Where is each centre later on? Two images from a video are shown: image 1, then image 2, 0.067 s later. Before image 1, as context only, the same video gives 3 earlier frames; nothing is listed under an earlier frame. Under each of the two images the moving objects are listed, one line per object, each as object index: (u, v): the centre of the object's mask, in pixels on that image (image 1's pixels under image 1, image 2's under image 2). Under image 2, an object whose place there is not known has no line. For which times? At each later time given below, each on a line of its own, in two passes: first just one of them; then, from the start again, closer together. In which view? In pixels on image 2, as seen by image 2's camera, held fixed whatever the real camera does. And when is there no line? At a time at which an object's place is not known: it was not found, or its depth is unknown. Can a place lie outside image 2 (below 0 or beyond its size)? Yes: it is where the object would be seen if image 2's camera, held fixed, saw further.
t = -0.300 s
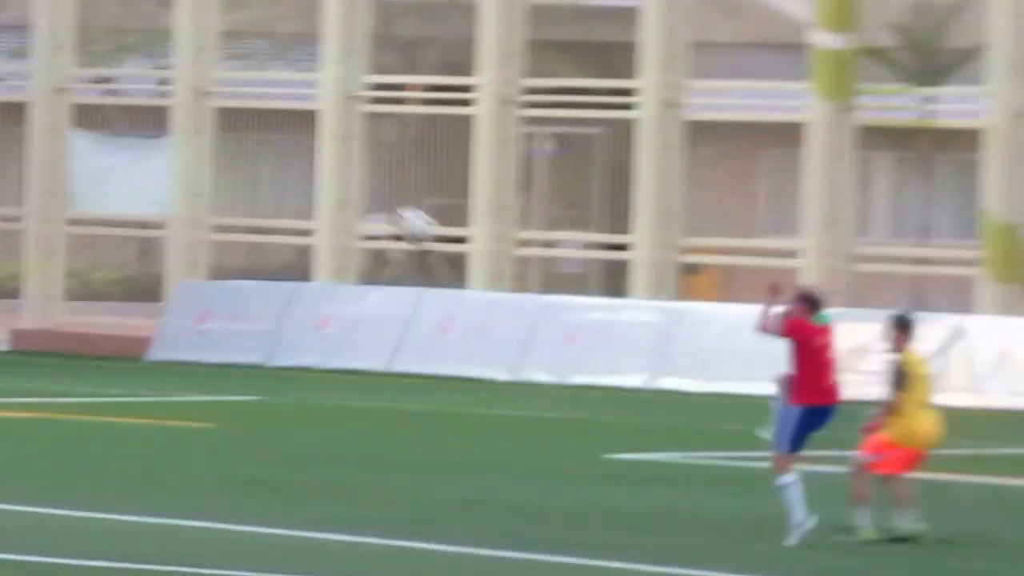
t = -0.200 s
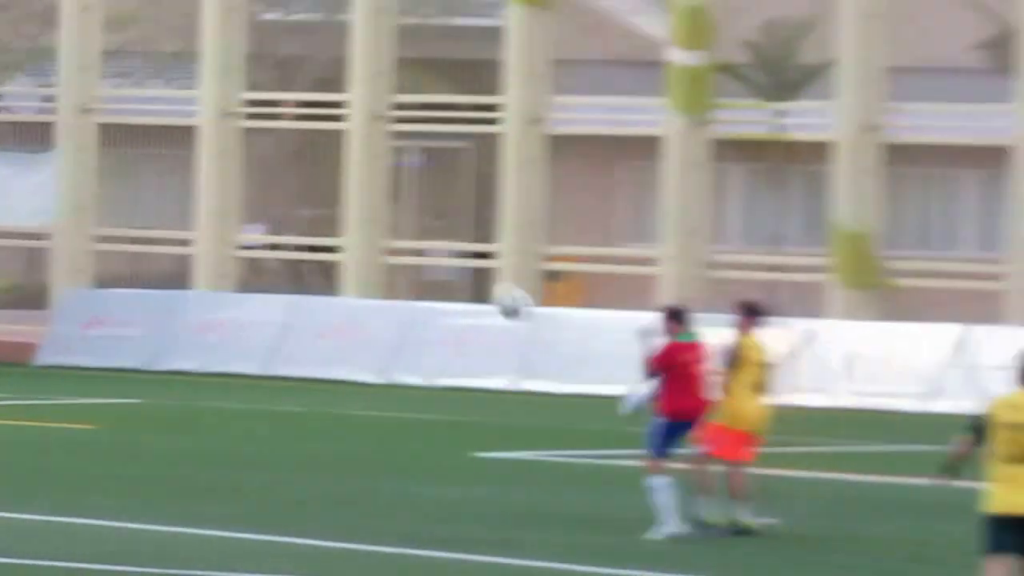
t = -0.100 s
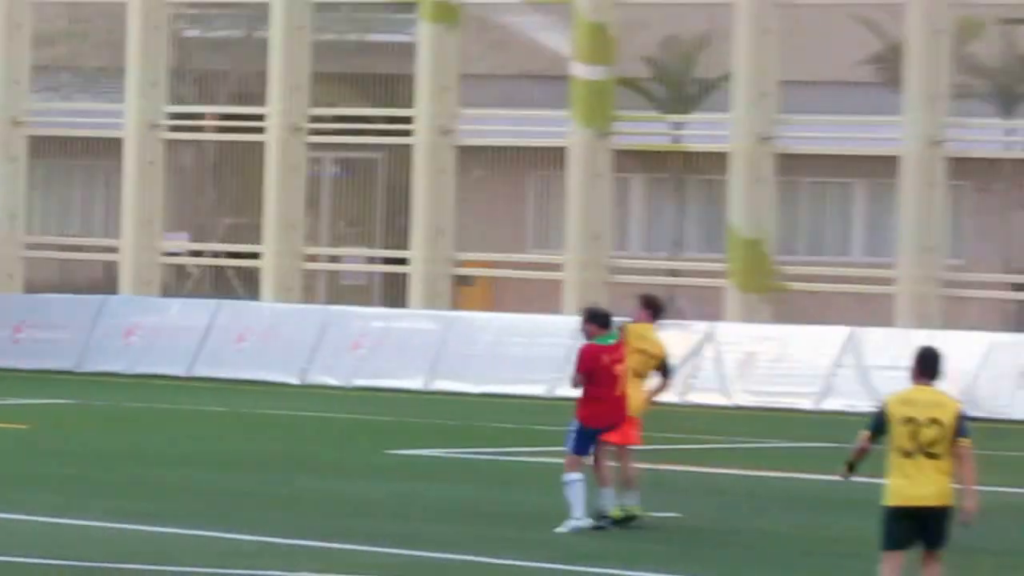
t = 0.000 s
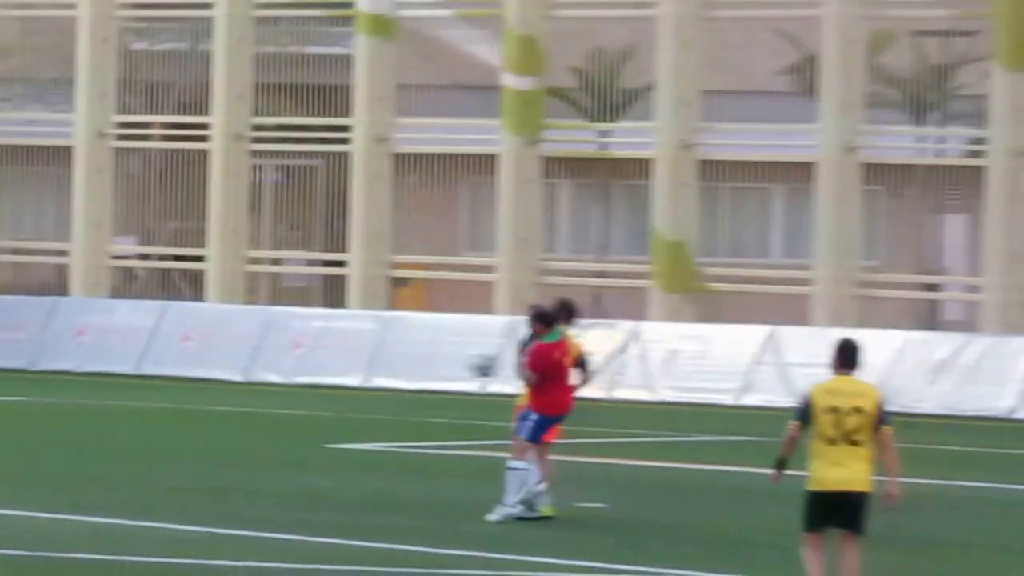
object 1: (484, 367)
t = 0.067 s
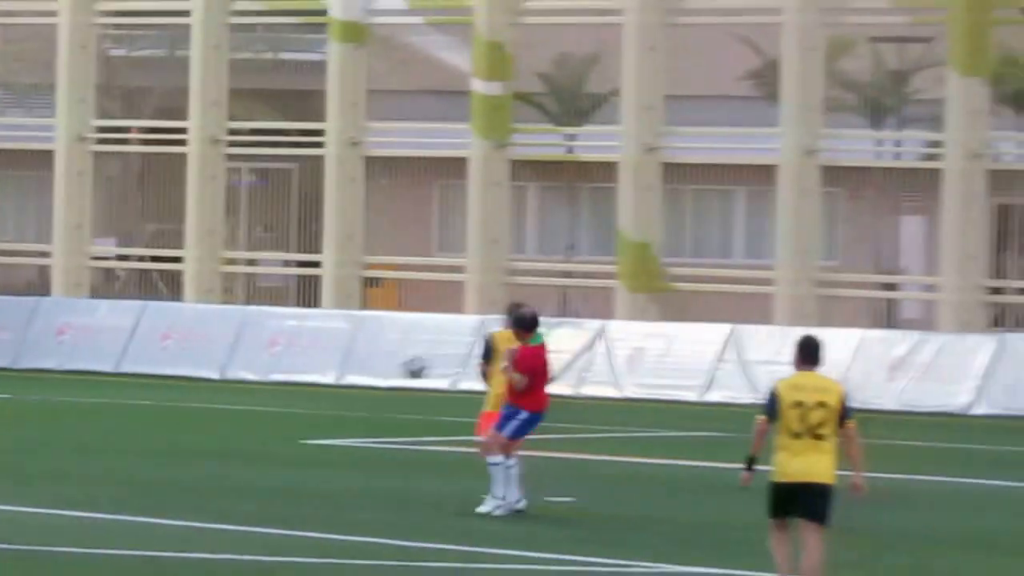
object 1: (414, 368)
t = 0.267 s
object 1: (300, 408)
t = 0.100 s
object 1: (395, 371)
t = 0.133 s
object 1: (376, 377)
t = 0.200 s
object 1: (339, 388)
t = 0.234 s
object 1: (318, 397)
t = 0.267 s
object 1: (300, 408)
